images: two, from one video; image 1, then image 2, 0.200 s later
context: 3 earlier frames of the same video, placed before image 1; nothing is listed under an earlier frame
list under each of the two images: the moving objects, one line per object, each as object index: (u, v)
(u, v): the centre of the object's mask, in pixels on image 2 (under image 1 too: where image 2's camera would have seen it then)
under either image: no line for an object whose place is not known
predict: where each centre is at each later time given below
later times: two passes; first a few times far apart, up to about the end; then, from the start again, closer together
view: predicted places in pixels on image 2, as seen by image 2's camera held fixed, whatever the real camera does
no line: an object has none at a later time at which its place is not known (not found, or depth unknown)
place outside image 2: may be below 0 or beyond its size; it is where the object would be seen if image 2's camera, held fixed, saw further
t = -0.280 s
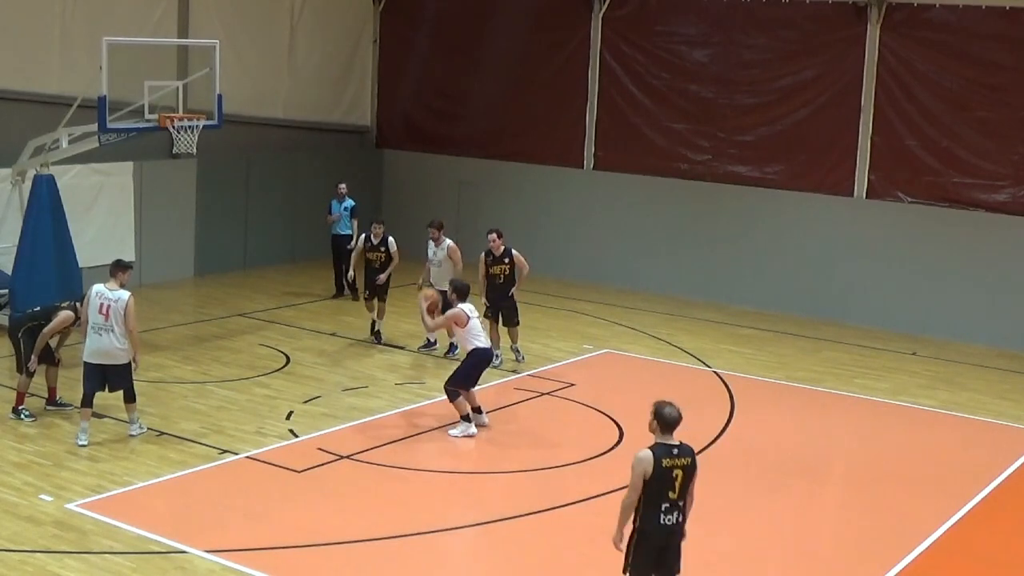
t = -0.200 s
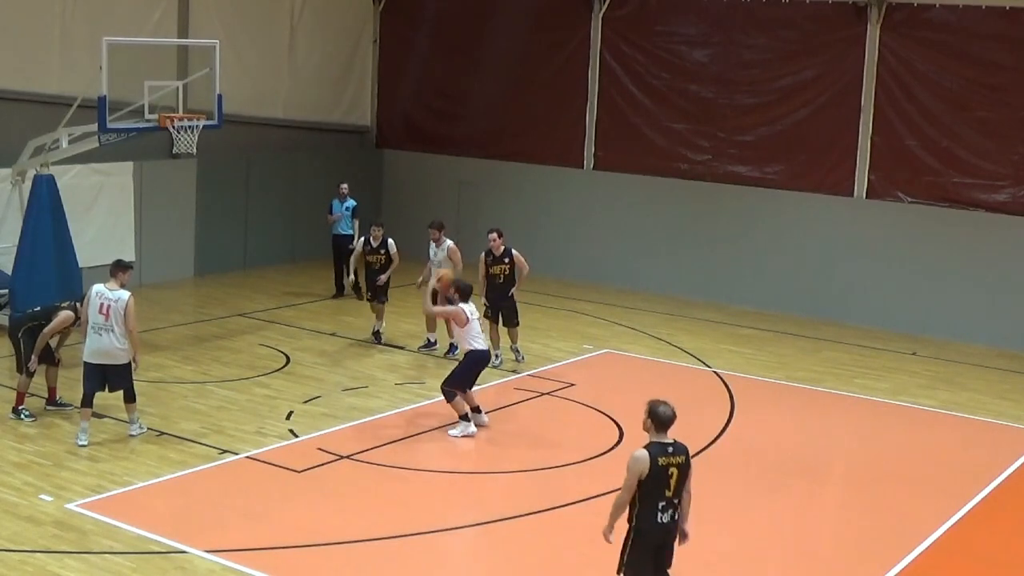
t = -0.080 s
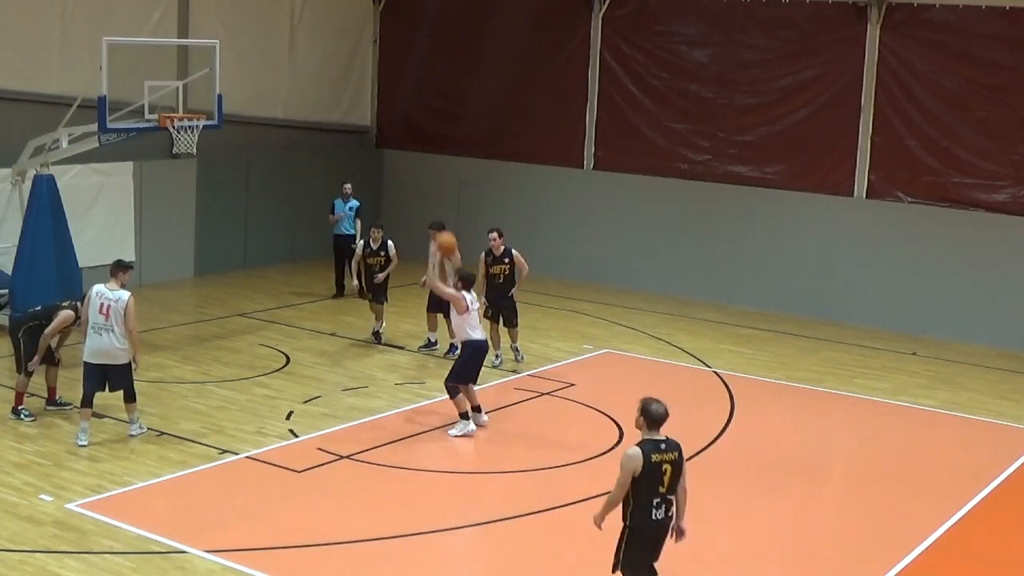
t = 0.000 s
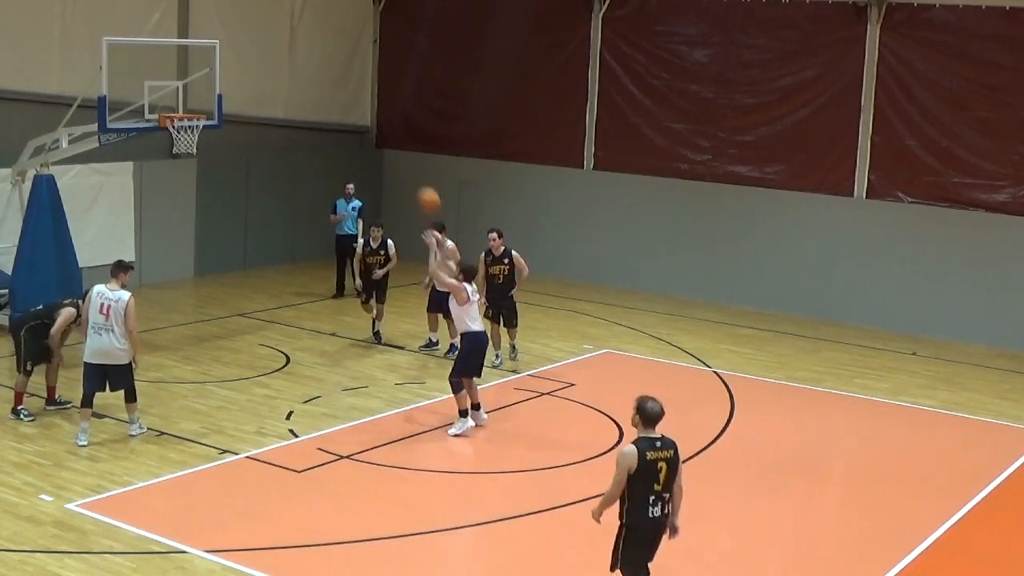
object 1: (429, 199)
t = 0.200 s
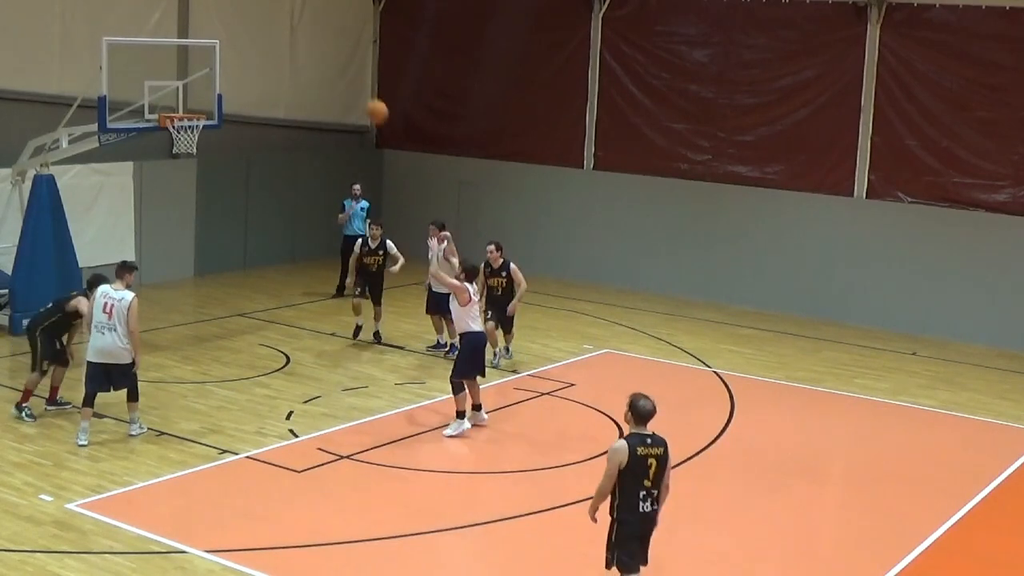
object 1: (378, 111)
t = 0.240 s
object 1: (368, 97)
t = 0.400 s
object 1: (326, 61)
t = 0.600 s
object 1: (278, 47)
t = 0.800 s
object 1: (233, 67)
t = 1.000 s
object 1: (190, 110)
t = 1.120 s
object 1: (172, 129)
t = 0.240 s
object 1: (368, 97)
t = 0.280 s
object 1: (360, 86)
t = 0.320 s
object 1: (348, 76)
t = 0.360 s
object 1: (337, 68)
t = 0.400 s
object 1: (326, 61)
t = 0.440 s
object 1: (317, 55)
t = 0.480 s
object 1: (307, 51)
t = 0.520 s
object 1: (297, 48)
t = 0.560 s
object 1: (287, 47)
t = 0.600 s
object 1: (278, 47)
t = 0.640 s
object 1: (268, 49)
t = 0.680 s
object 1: (259, 52)
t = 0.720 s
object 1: (251, 55)
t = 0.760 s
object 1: (241, 61)
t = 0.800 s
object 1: (233, 67)
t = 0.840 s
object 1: (224, 76)
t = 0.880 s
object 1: (215, 85)
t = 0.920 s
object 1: (206, 95)
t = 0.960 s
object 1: (199, 106)
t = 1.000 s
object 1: (190, 110)
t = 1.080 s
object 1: (177, 123)
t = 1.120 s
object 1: (172, 129)
